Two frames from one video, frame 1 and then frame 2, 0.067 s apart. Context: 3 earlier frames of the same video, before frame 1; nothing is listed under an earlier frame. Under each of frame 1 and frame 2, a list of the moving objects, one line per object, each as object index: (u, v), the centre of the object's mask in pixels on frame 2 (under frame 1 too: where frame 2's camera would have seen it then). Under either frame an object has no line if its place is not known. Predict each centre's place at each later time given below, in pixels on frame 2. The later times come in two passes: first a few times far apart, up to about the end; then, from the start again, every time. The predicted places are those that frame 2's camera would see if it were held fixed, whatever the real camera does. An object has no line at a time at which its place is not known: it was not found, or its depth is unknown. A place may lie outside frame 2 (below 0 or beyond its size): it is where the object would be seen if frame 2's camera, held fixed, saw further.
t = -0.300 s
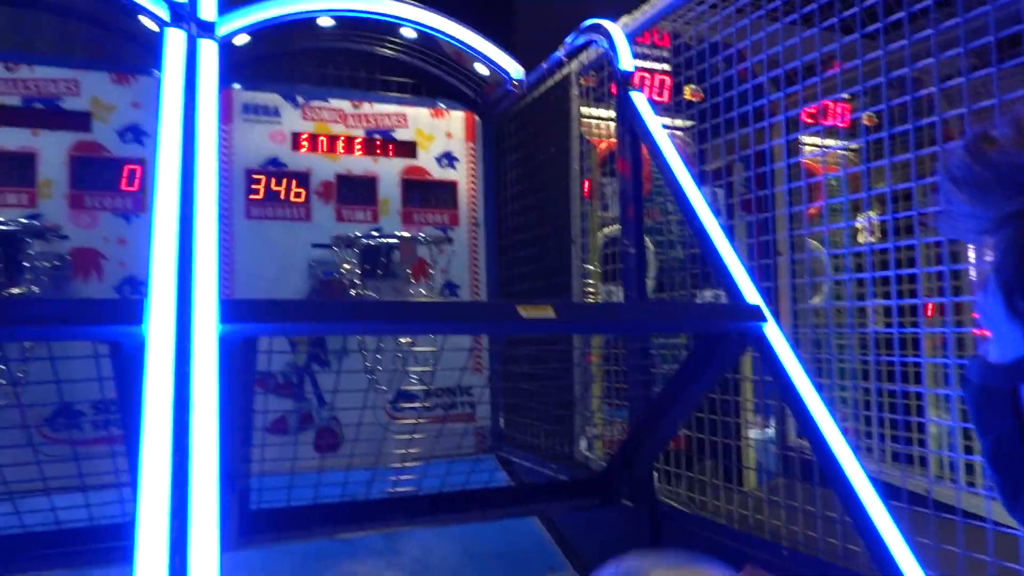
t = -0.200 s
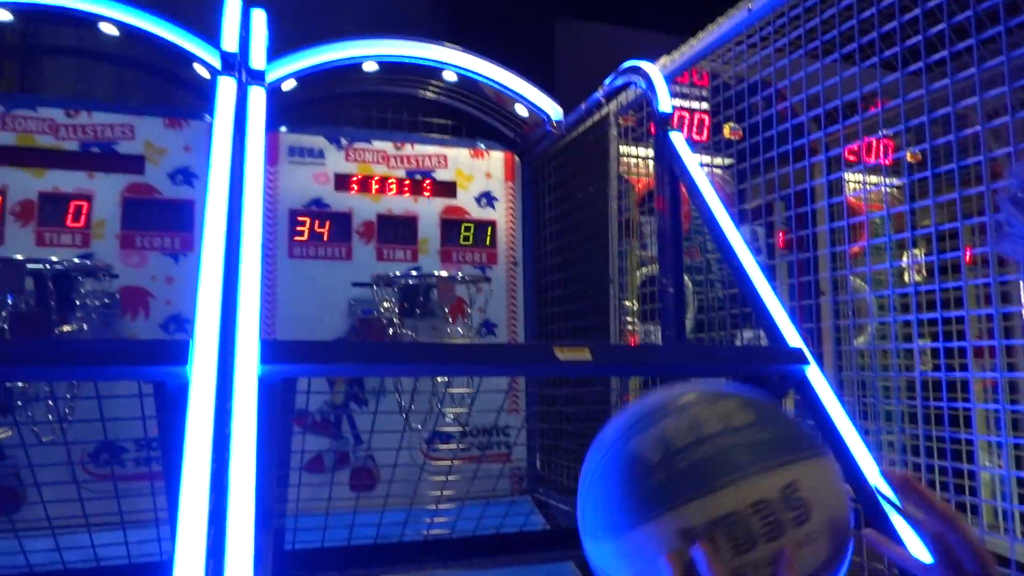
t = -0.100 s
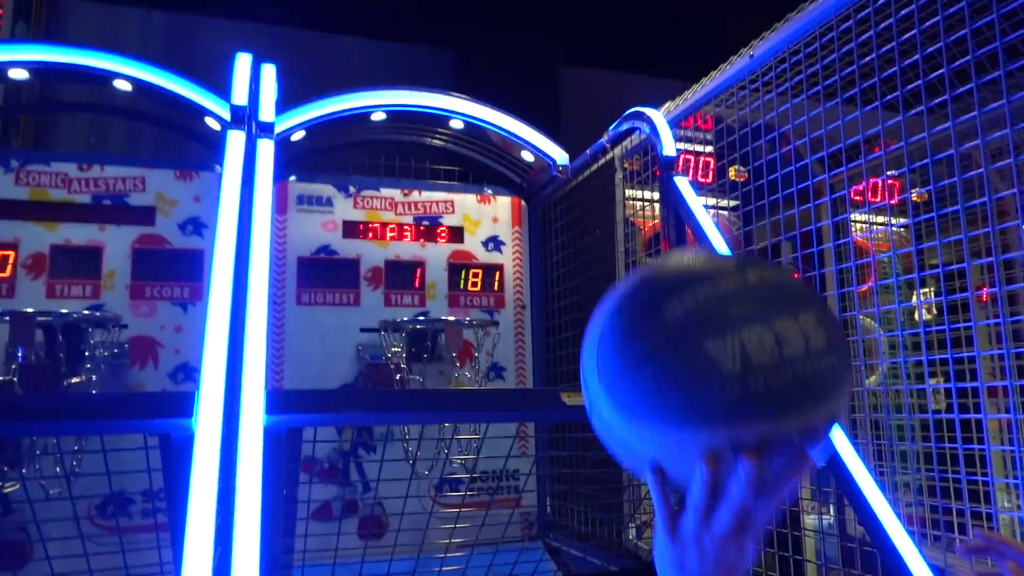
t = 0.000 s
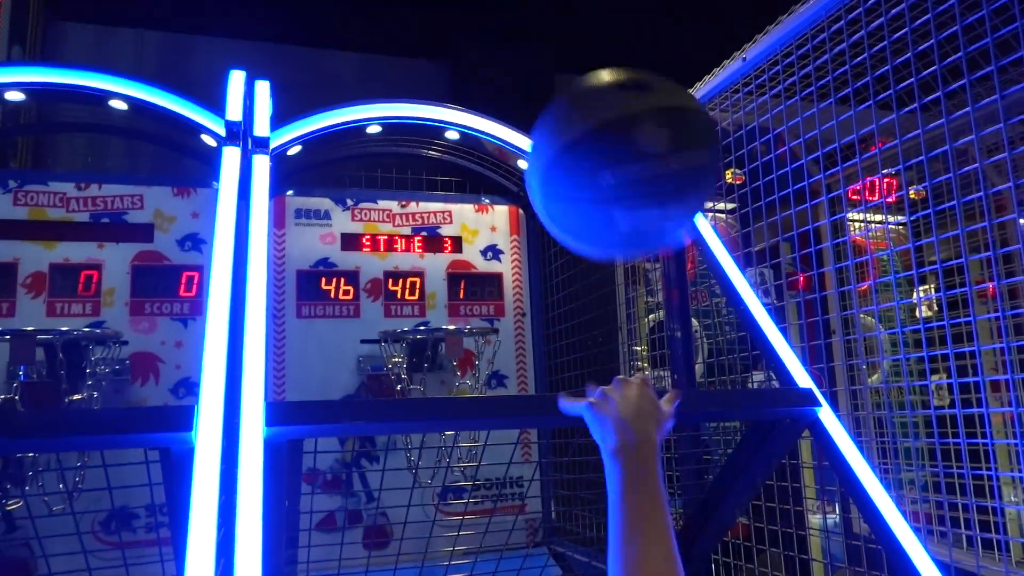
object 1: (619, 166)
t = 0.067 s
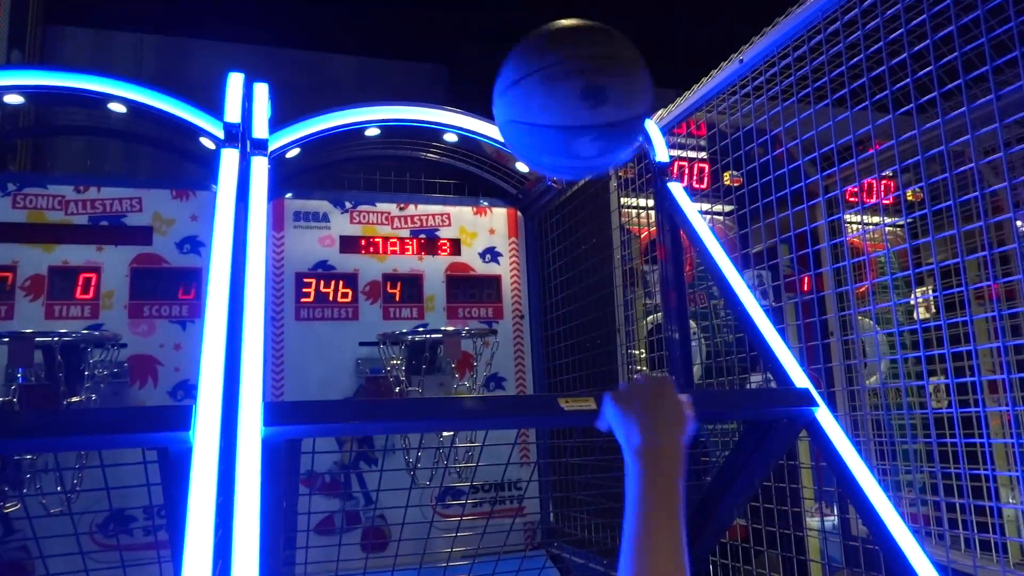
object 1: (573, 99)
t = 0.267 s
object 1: (503, 102)
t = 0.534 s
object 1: (469, 302)
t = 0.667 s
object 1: (486, 279)
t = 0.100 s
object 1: (555, 83)
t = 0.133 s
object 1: (541, 76)
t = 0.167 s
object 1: (530, 76)
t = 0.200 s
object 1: (520, 81)
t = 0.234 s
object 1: (511, 90)
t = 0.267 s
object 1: (503, 102)
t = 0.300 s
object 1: (497, 119)
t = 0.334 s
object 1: (491, 139)
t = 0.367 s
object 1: (486, 162)
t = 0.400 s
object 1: (481, 187)
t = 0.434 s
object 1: (478, 214)
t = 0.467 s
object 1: (474, 244)
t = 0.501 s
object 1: (470, 277)
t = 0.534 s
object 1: (469, 302)
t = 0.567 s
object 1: (473, 293)
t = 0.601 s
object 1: (477, 285)
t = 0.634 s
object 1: (482, 281)
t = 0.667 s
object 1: (486, 279)
